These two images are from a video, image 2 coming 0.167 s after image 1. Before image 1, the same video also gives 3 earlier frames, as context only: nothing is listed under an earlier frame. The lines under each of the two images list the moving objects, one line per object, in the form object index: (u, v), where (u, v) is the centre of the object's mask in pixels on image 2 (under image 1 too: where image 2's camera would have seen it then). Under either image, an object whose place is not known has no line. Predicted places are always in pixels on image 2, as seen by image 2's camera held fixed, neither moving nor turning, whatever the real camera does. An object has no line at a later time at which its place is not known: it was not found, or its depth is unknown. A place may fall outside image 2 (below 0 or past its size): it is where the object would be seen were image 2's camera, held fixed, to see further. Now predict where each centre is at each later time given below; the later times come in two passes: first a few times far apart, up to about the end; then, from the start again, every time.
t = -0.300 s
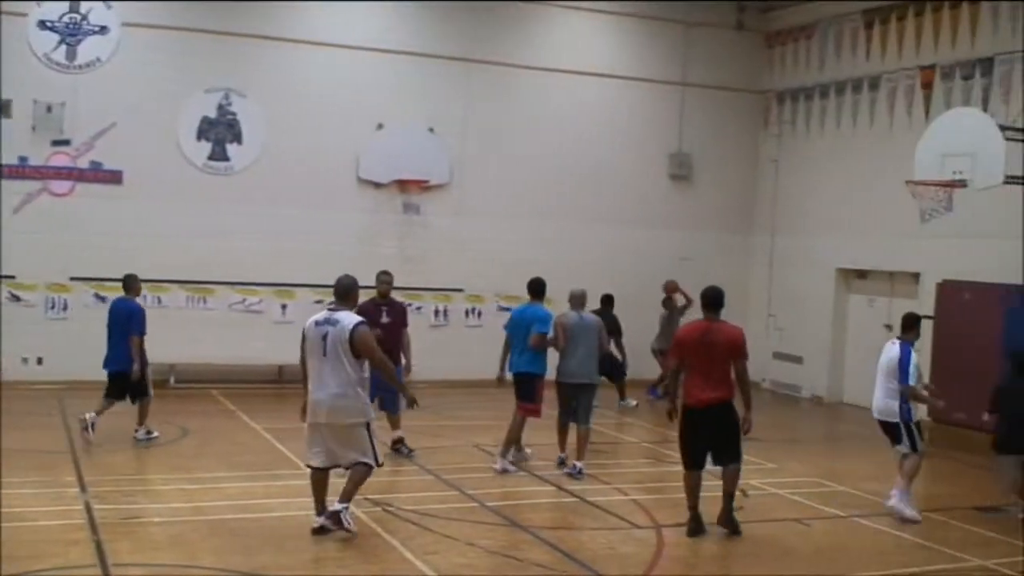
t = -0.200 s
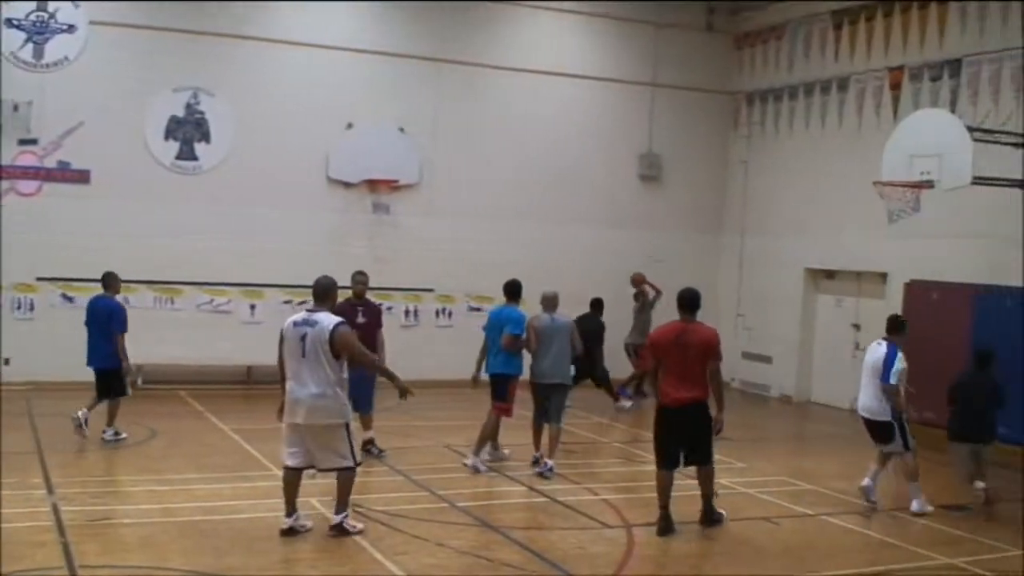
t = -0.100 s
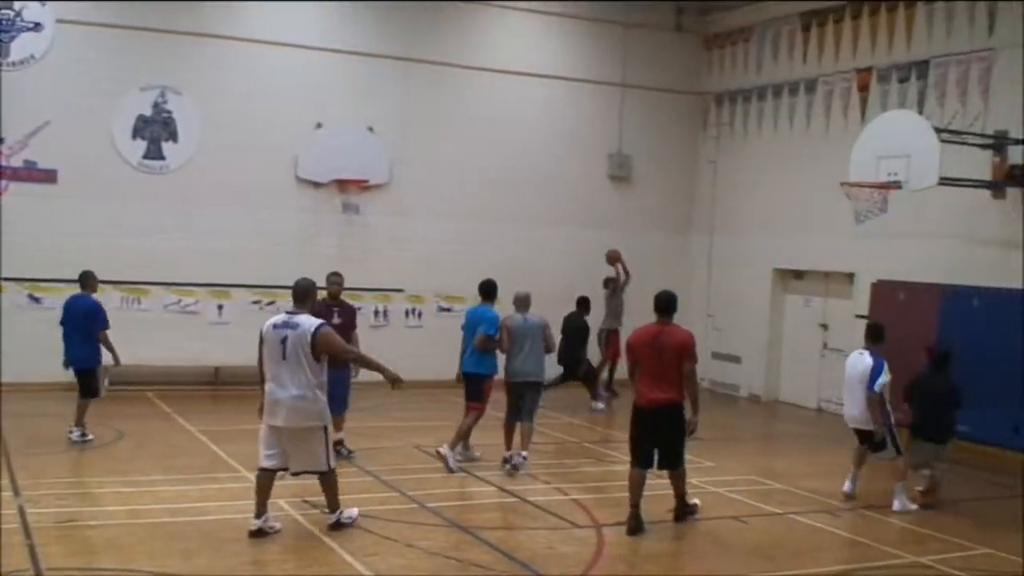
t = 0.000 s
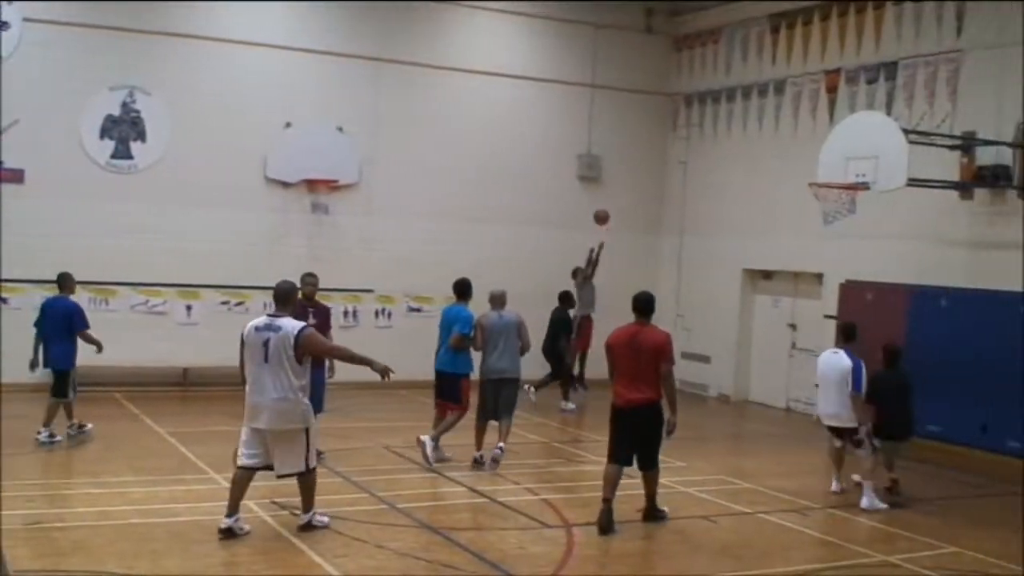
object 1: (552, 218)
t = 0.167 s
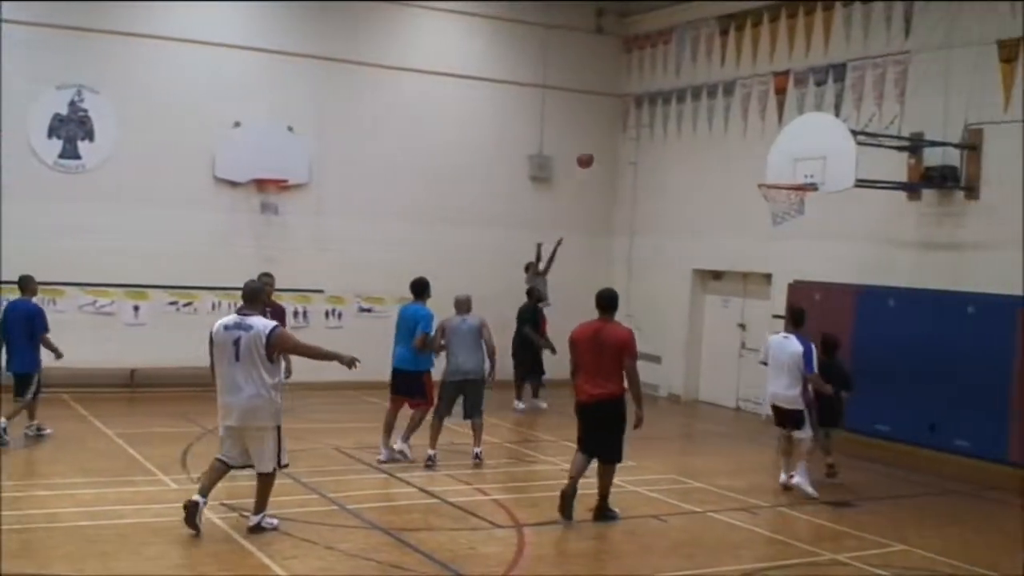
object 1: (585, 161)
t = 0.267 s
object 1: (606, 133)
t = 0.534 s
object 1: (661, 92)
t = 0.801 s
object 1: (725, 105)
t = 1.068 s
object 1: (793, 179)
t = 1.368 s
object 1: (791, 208)
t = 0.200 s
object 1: (591, 150)
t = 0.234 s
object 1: (598, 142)
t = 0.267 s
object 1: (606, 133)
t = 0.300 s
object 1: (612, 128)
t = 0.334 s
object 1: (618, 122)
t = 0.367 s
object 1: (626, 114)
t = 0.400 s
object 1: (633, 109)
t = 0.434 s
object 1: (639, 100)
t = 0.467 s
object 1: (650, 99)
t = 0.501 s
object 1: (656, 98)
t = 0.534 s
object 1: (661, 92)
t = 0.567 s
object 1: (668, 91)
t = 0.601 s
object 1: (677, 89)
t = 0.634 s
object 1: (684, 90)
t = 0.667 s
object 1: (692, 90)
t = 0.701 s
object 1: (700, 91)
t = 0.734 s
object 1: (709, 94)
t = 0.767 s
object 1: (716, 98)
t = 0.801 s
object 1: (725, 105)
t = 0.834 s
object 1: (734, 110)
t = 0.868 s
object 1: (742, 116)
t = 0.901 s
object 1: (751, 125)
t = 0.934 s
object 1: (759, 133)
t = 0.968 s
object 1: (768, 143)
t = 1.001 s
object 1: (775, 154)
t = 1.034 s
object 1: (784, 167)
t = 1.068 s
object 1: (793, 179)
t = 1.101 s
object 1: (787, 185)
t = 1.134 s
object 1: (774, 188)
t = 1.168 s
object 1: (771, 192)
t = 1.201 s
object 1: (777, 197)
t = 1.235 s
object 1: (781, 200)
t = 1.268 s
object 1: (787, 199)
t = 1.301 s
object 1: (788, 200)
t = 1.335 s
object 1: (790, 204)
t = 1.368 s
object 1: (791, 208)
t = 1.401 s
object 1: (792, 215)
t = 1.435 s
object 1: (793, 222)
